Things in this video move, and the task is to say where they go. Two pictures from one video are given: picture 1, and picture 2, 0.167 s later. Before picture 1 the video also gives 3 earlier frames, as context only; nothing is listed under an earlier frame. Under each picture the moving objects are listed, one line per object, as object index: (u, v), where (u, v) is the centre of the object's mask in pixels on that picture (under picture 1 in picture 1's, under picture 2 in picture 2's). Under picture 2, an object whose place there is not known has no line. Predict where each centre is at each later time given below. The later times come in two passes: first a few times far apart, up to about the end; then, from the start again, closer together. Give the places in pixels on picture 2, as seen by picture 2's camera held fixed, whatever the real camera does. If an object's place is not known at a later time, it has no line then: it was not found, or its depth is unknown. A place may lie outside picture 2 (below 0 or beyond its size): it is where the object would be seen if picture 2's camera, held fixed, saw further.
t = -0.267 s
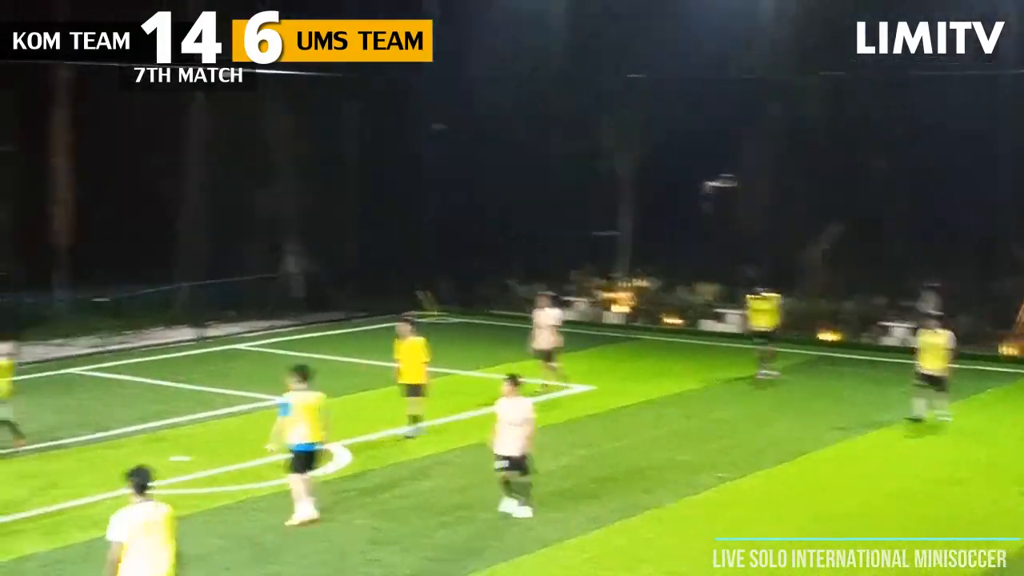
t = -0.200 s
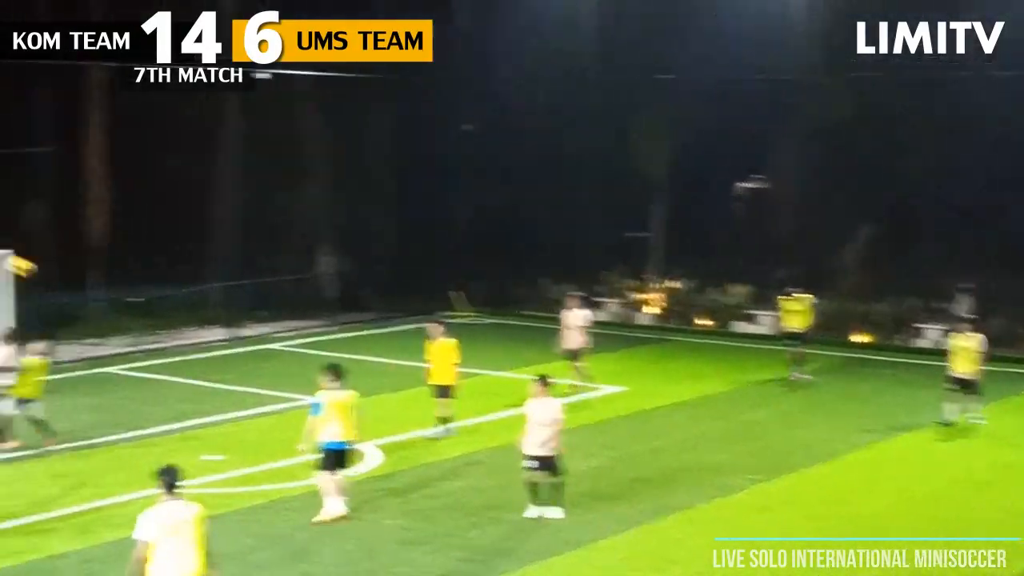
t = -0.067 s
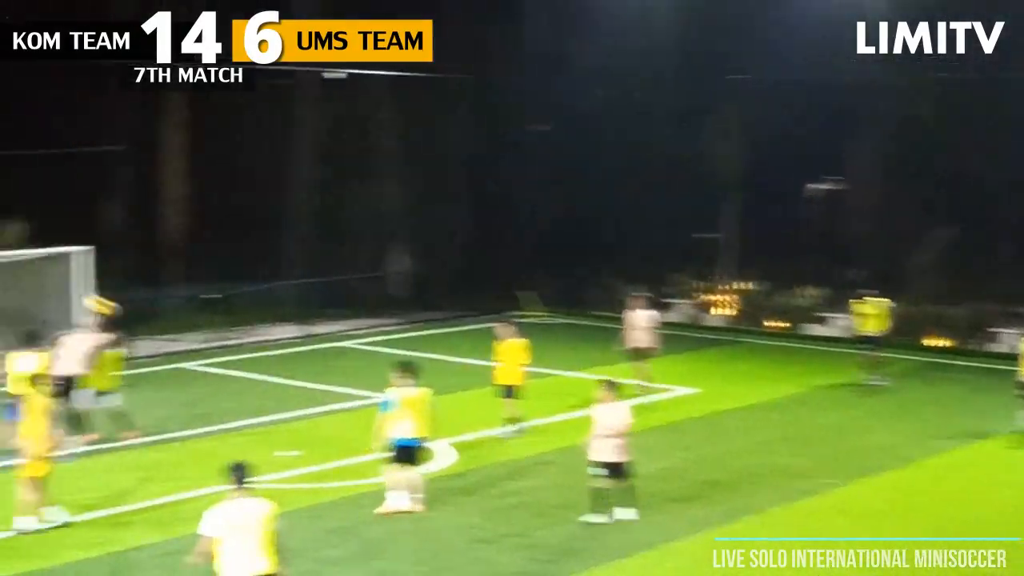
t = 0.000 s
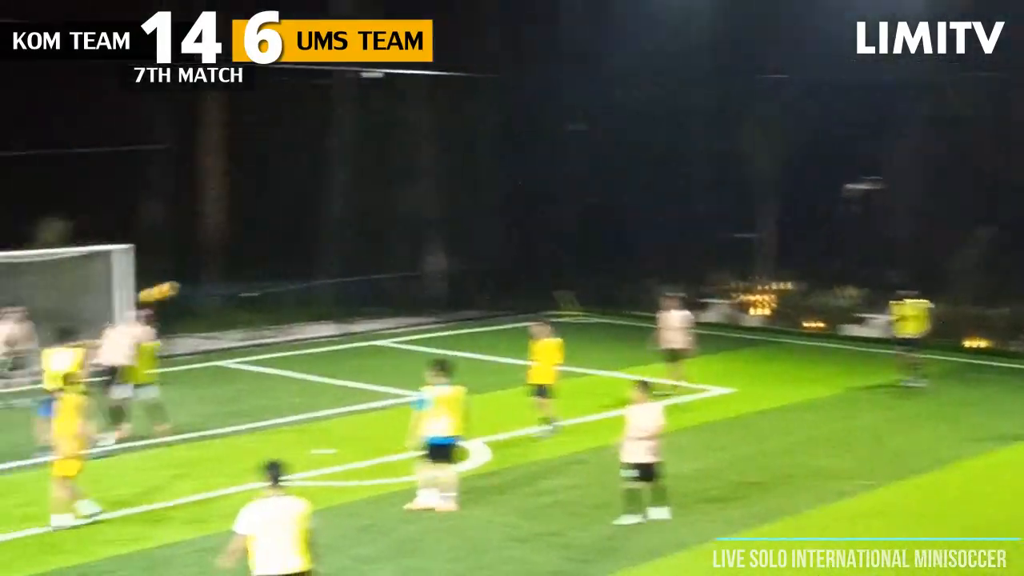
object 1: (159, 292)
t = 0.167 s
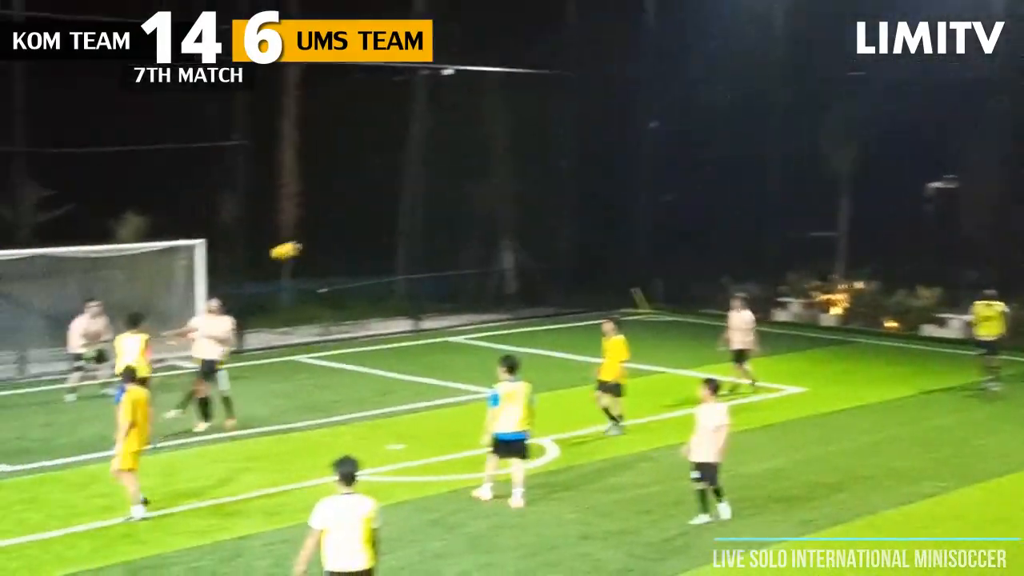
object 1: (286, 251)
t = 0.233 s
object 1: (305, 242)
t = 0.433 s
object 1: (361, 234)
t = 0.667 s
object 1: (420, 258)
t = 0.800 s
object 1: (451, 287)
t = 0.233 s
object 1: (305, 242)
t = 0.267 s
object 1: (315, 238)
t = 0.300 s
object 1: (325, 236)
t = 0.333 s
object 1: (333, 234)
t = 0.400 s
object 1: (352, 233)
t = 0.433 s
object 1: (361, 234)
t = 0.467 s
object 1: (370, 235)
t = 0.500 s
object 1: (379, 237)
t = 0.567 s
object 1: (395, 243)
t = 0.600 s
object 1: (404, 247)
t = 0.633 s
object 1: (412, 252)
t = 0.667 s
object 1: (420, 258)
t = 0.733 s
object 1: (435, 271)
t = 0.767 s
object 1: (443, 278)
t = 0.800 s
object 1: (451, 287)
